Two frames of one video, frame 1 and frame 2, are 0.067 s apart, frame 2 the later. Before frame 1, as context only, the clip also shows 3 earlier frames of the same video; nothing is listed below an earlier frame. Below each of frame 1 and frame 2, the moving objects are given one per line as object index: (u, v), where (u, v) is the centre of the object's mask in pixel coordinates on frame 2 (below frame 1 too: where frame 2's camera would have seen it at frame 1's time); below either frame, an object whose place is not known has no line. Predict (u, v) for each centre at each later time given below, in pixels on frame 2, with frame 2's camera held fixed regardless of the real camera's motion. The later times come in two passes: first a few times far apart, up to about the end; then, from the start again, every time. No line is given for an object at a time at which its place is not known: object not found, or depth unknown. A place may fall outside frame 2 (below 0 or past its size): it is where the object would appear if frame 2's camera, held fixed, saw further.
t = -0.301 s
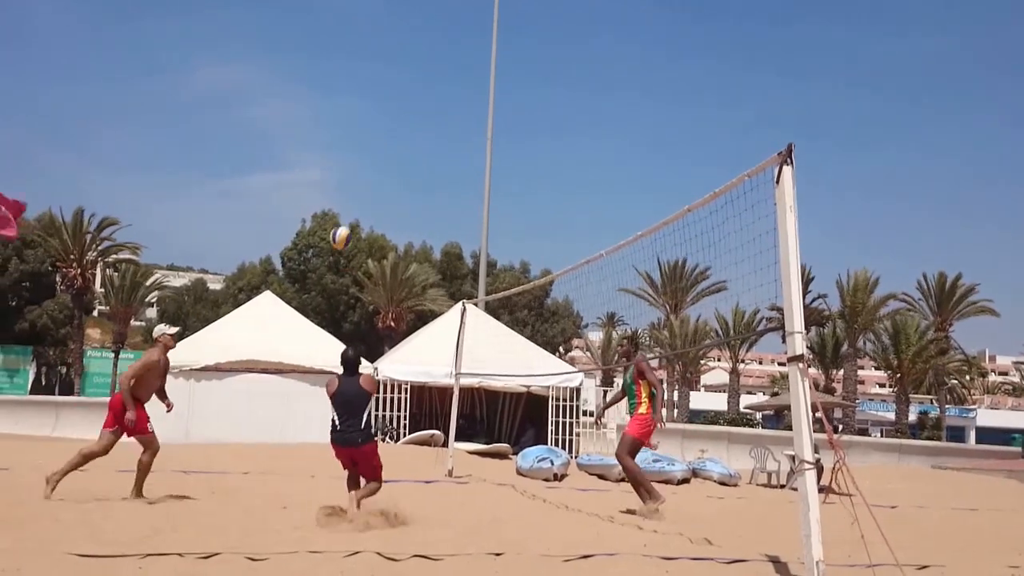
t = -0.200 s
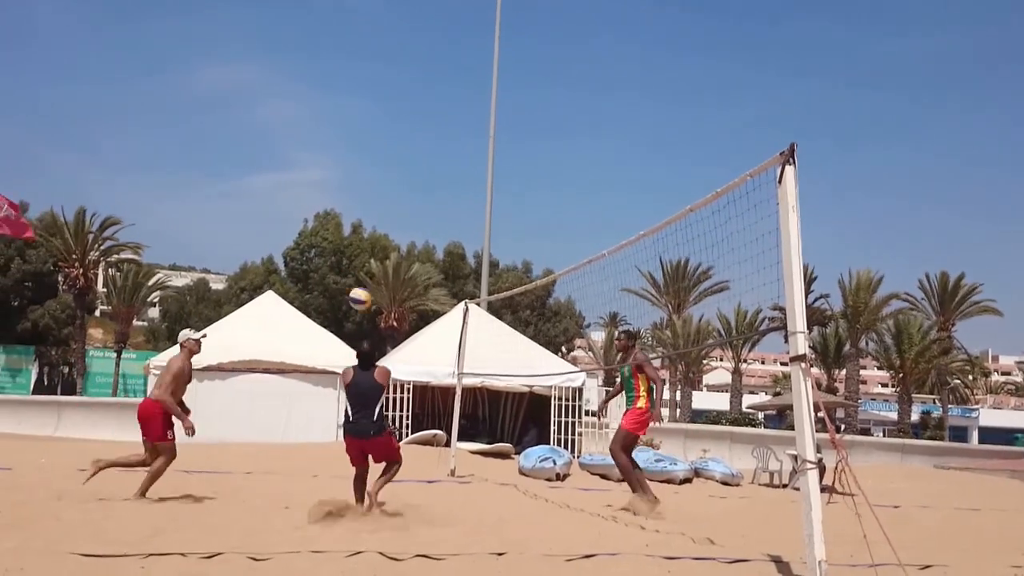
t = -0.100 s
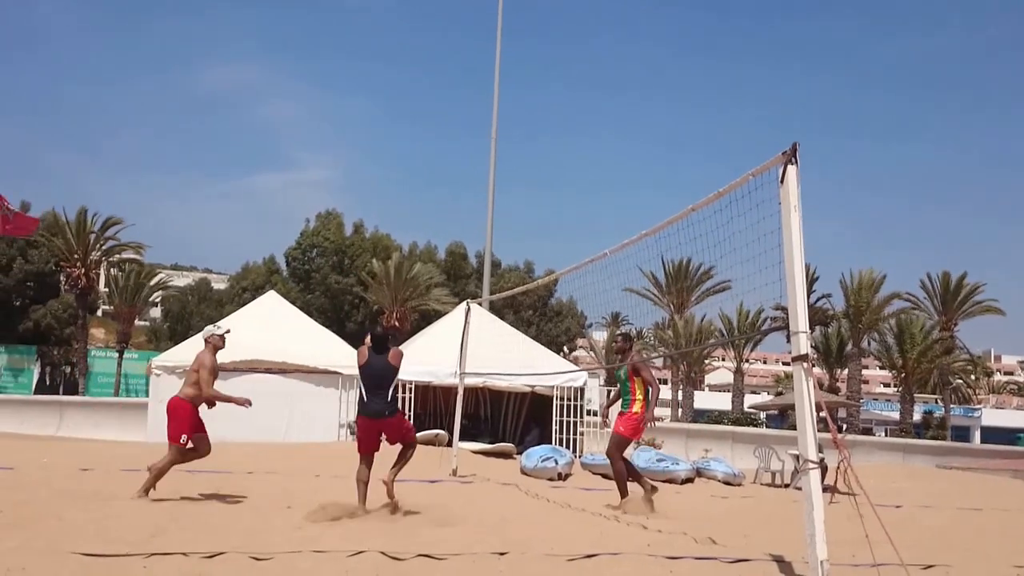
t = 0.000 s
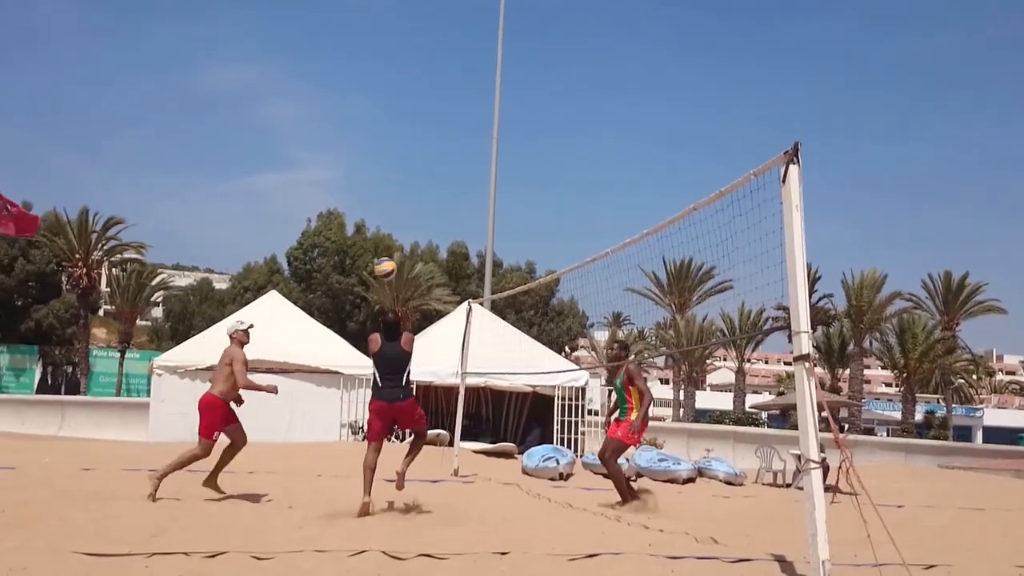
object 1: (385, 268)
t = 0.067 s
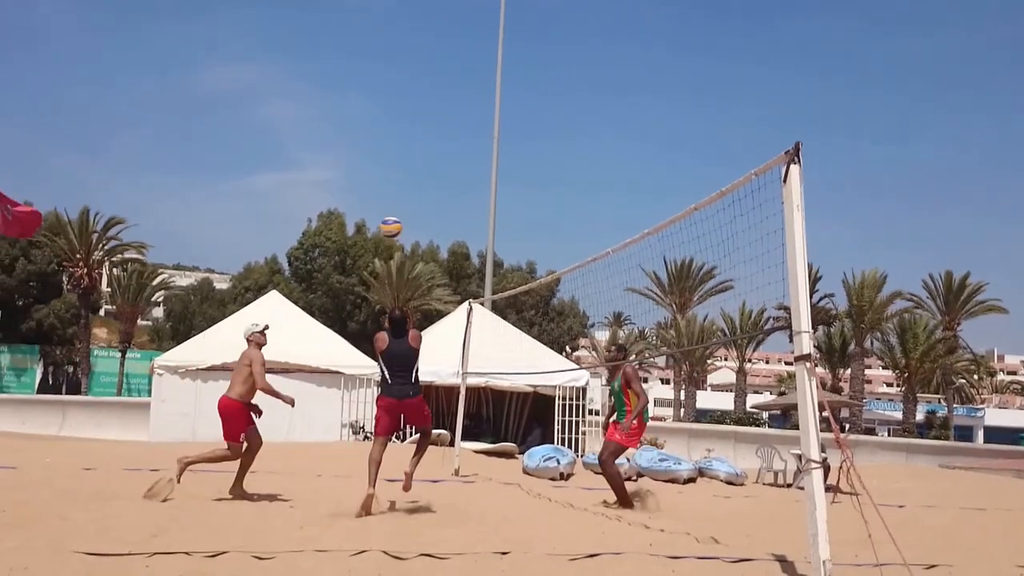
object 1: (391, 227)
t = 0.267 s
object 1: (405, 136)
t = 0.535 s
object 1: (421, 83)
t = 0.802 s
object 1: (436, 97)
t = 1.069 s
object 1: (448, 178)
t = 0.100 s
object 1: (393, 209)
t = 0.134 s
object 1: (396, 191)
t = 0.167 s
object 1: (398, 176)
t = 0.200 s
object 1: (400, 161)
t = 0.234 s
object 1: (402, 148)
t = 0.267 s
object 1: (405, 136)
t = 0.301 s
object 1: (407, 126)
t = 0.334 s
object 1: (409, 116)
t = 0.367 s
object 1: (411, 108)
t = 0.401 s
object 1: (413, 101)
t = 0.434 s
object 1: (415, 95)
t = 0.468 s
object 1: (417, 89)
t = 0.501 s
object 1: (419, 86)
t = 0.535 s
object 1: (421, 83)
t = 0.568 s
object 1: (423, 81)
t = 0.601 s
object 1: (425, 80)
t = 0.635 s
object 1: (426, 80)
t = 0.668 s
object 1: (428, 81)
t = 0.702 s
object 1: (430, 83)
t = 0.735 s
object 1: (432, 87)
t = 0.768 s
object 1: (434, 91)
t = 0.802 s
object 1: (436, 97)
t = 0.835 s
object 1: (437, 103)
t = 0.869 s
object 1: (439, 111)
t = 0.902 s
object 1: (441, 119)
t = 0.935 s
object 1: (442, 129)
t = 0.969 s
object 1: (444, 139)
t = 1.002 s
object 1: (445, 151)
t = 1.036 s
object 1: (447, 164)
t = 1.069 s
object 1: (448, 178)
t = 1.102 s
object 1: (450, 192)
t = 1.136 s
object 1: (451, 207)
